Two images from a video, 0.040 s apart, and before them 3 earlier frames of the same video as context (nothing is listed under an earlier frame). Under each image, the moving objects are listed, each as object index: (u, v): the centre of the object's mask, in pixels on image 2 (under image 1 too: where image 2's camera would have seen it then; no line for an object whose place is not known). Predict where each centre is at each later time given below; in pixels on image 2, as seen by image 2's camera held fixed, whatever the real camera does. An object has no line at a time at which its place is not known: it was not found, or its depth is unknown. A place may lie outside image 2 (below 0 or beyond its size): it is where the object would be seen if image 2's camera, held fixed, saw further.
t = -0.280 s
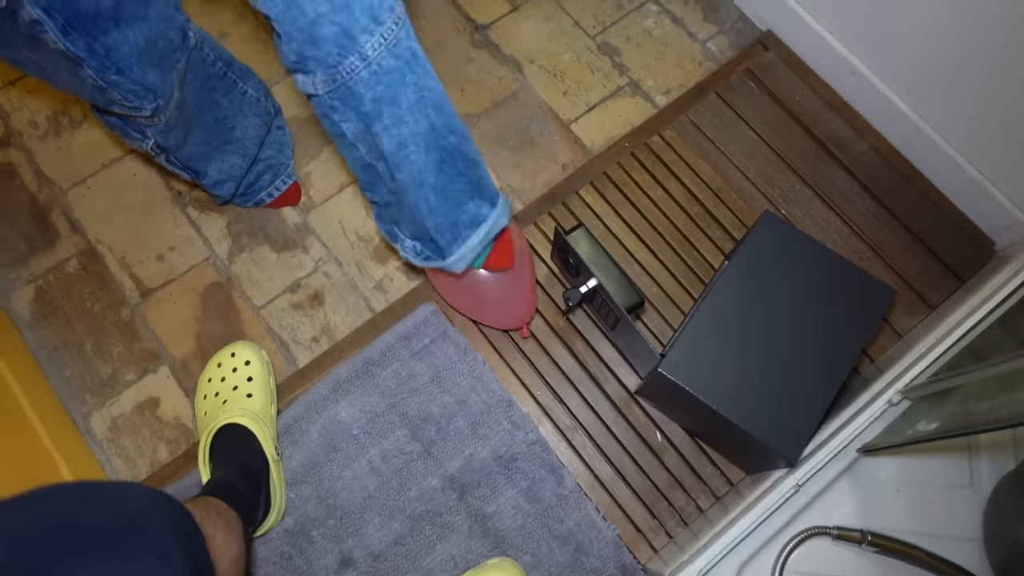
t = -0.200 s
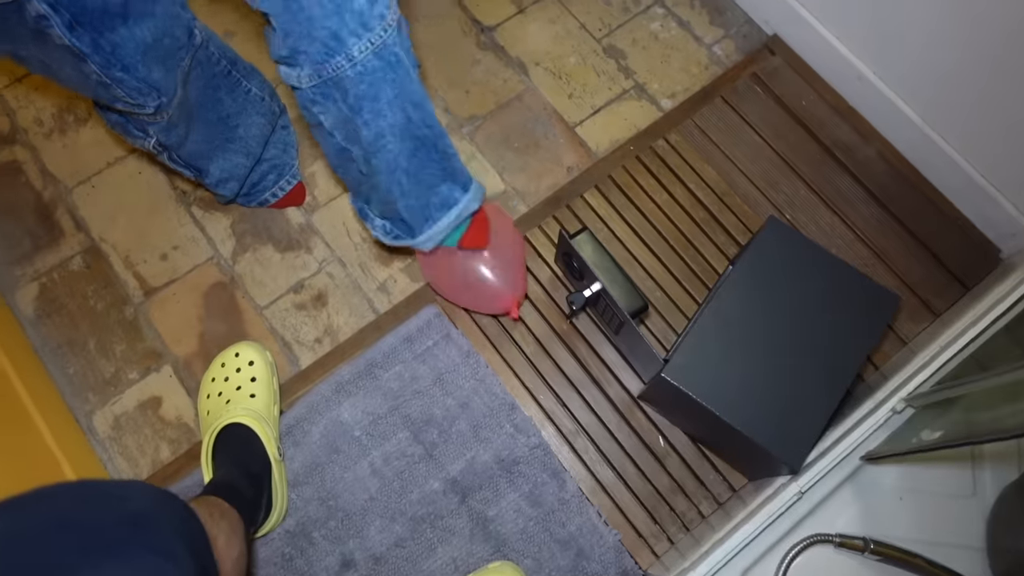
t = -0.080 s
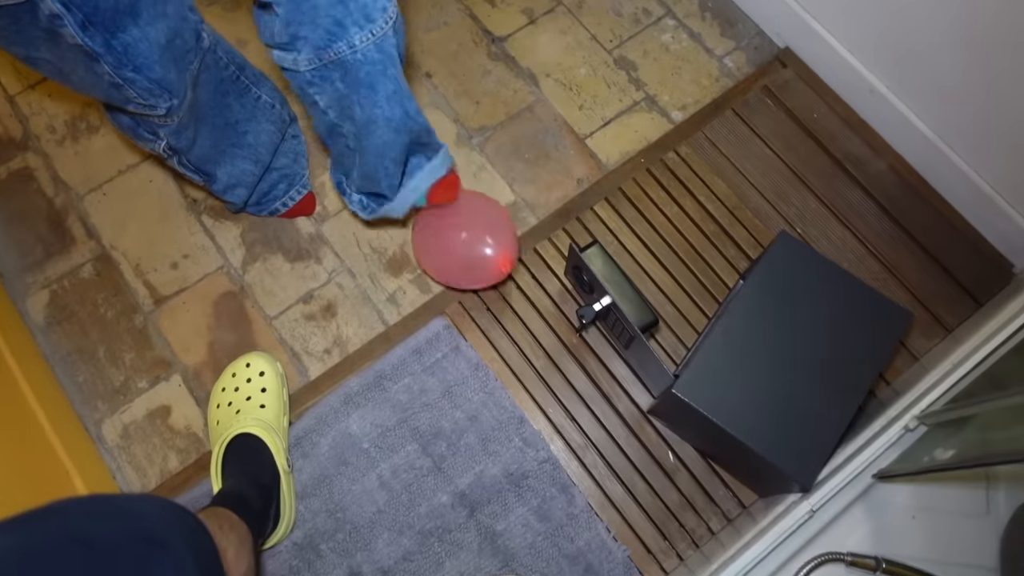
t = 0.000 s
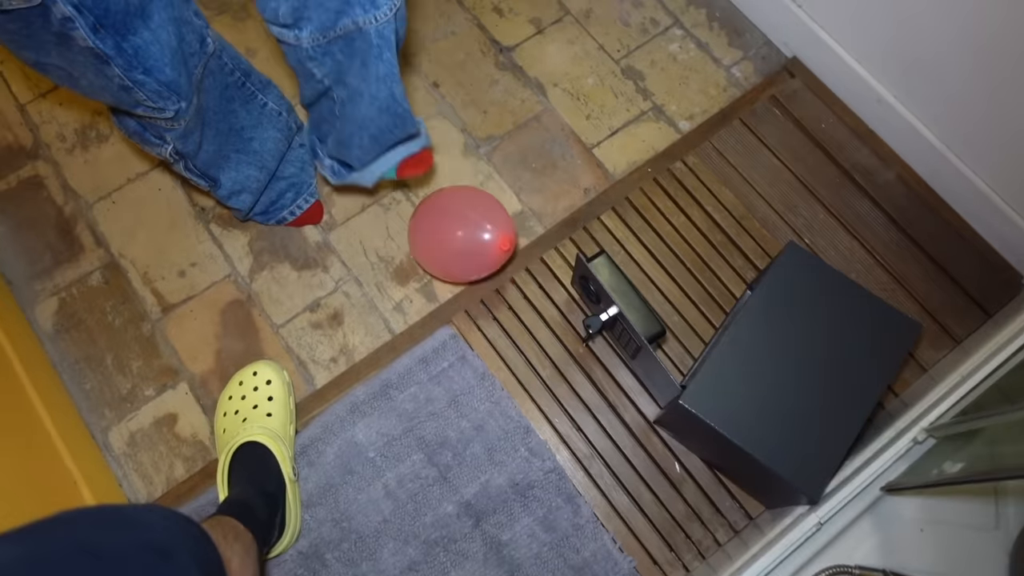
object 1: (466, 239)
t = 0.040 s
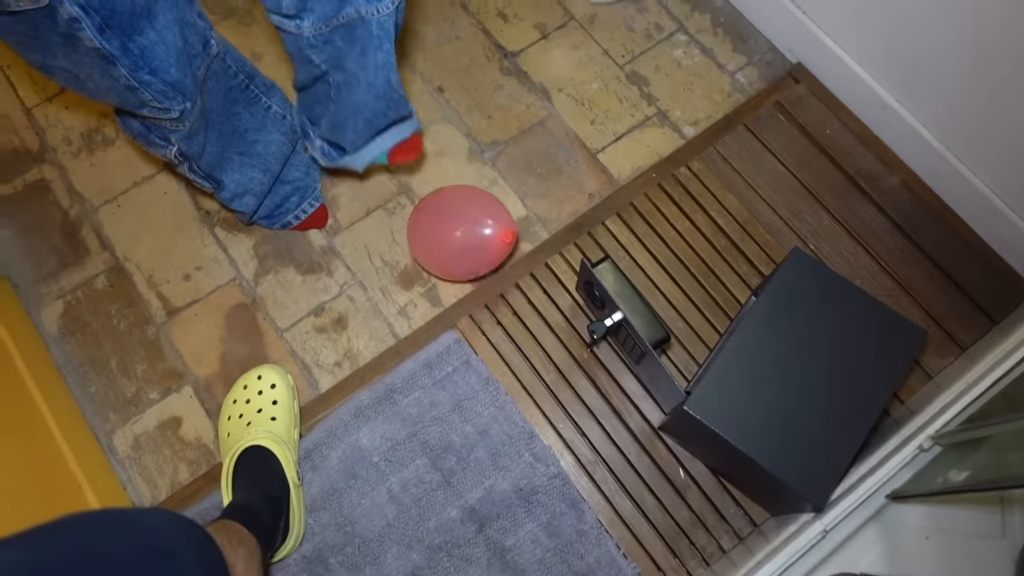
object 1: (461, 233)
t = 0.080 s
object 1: (456, 228)
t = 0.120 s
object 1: (454, 221)
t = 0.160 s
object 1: (453, 213)
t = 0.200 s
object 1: (452, 206)
